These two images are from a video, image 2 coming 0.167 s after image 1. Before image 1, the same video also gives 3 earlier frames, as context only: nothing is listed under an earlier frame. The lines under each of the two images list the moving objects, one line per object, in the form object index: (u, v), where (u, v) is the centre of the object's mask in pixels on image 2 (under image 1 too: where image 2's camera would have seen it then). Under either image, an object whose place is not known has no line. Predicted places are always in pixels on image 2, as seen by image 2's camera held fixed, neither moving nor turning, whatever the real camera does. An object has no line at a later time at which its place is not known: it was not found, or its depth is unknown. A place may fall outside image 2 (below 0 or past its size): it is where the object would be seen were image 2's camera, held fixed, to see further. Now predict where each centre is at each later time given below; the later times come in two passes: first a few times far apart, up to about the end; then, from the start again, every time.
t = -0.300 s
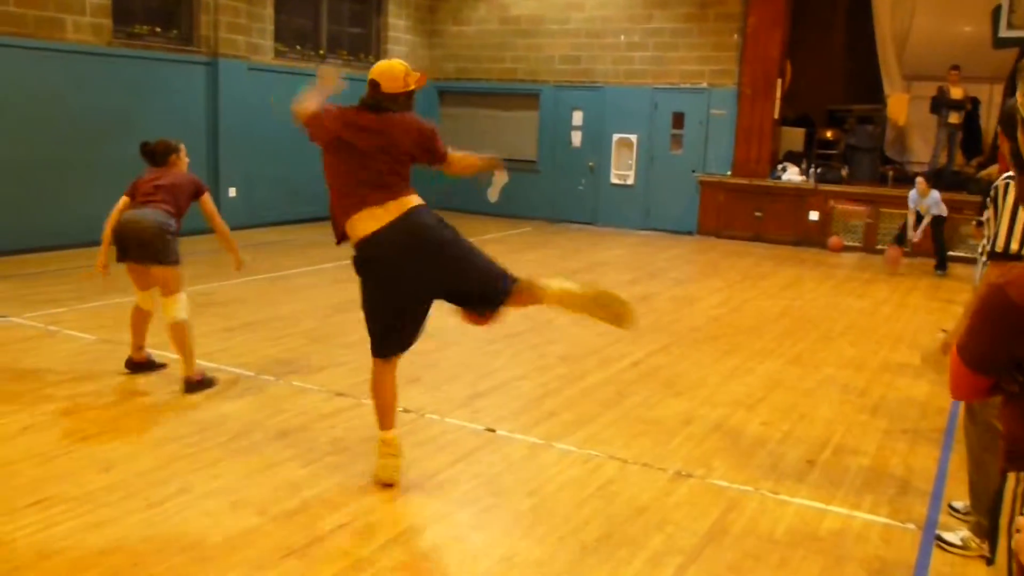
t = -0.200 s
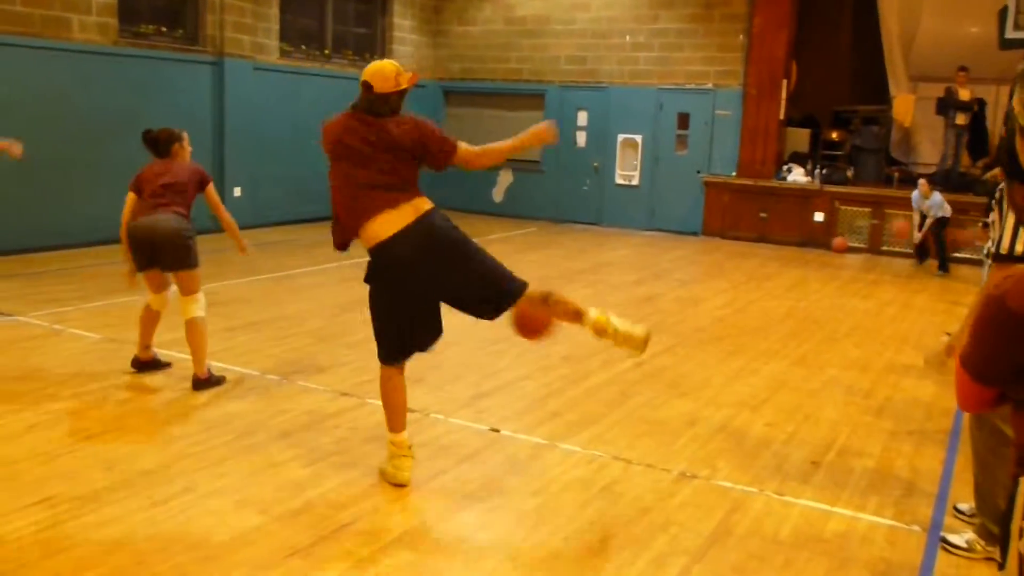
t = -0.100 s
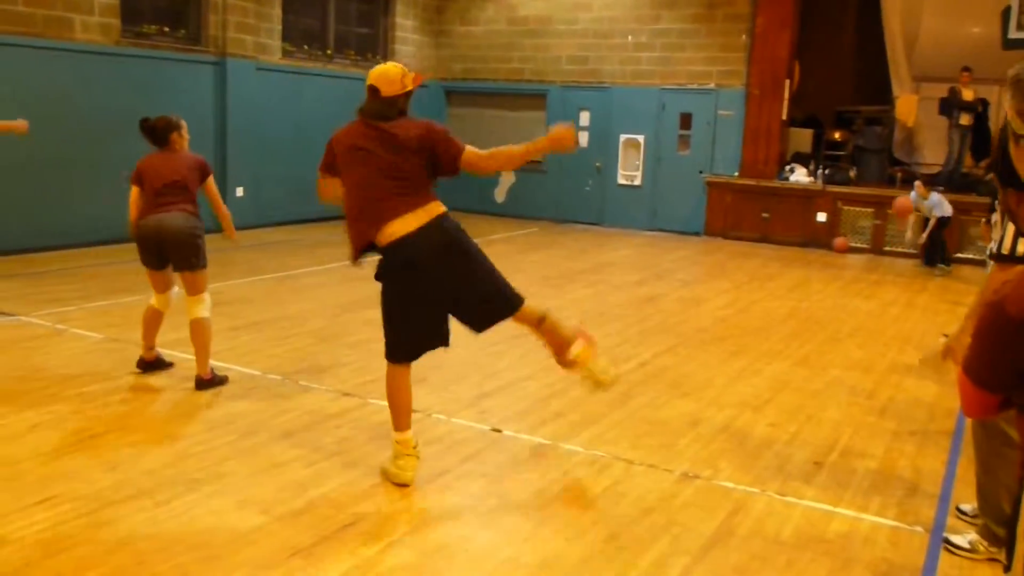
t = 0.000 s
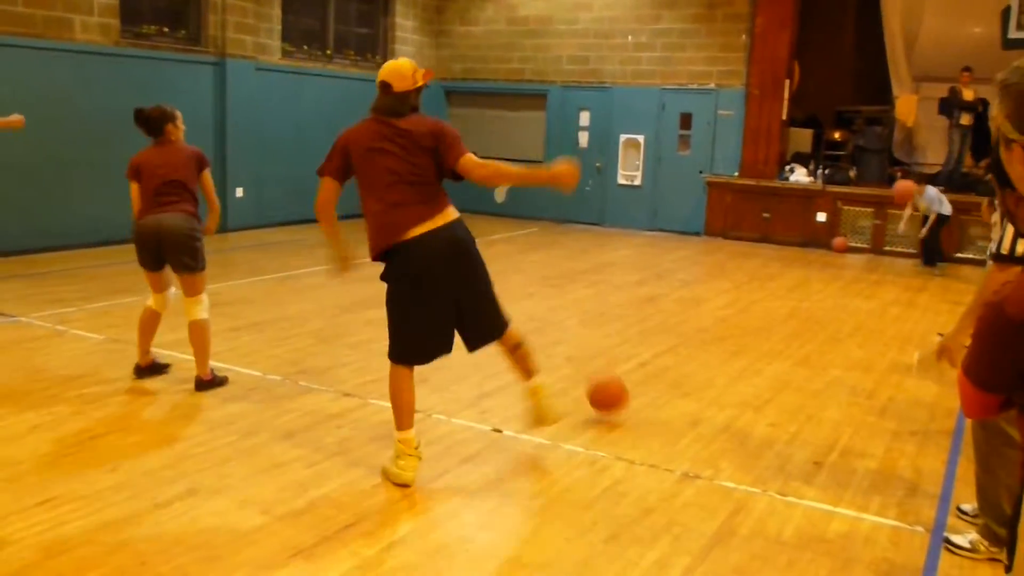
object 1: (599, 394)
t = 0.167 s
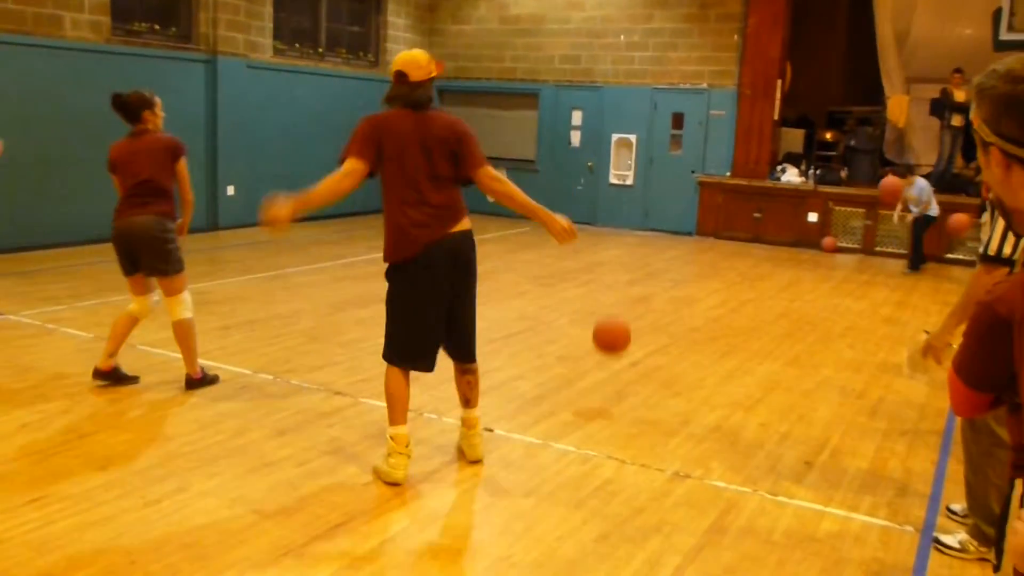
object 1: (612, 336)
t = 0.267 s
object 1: (616, 310)
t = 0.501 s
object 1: (620, 314)
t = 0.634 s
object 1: (620, 352)
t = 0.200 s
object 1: (613, 326)
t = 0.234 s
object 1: (614, 317)
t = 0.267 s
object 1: (616, 310)
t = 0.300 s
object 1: (617, 306)
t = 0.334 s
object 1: (618, 303)
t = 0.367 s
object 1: (618, 302)
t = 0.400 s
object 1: (619, 302)
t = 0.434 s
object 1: (619, 304)
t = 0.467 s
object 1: (620, 309)
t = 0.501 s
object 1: (620, 314)
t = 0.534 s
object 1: (620, 321)
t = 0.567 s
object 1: (620, 330)
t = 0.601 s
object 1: (620, 340)
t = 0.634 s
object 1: (620, 352)
